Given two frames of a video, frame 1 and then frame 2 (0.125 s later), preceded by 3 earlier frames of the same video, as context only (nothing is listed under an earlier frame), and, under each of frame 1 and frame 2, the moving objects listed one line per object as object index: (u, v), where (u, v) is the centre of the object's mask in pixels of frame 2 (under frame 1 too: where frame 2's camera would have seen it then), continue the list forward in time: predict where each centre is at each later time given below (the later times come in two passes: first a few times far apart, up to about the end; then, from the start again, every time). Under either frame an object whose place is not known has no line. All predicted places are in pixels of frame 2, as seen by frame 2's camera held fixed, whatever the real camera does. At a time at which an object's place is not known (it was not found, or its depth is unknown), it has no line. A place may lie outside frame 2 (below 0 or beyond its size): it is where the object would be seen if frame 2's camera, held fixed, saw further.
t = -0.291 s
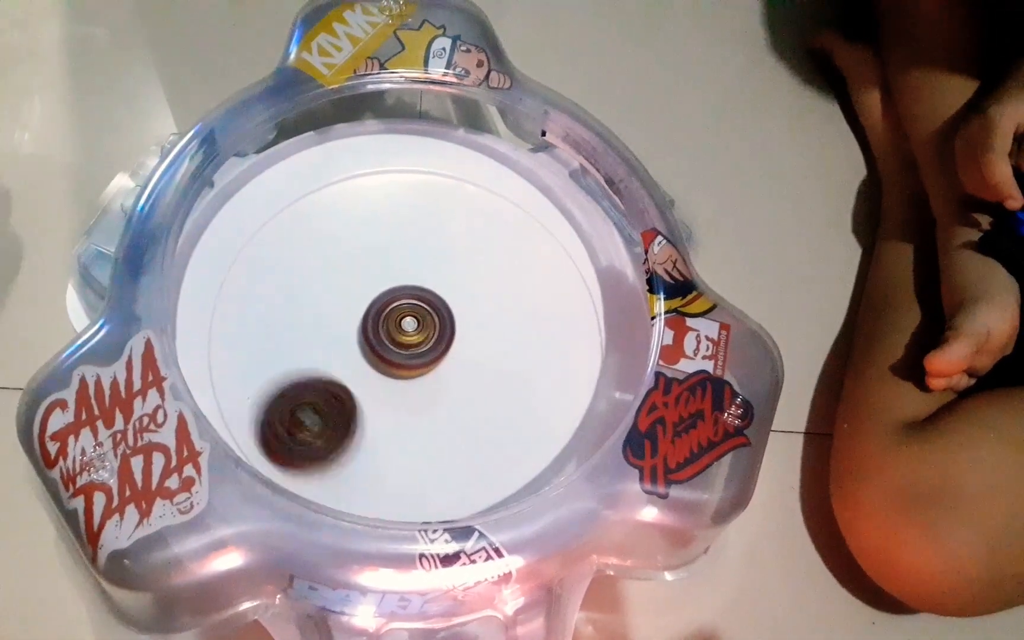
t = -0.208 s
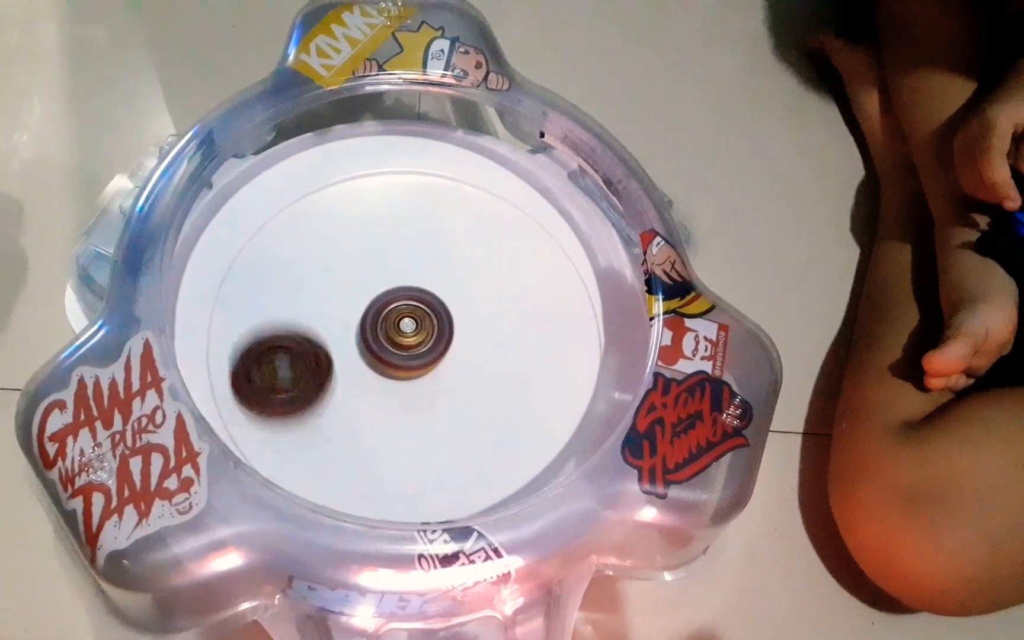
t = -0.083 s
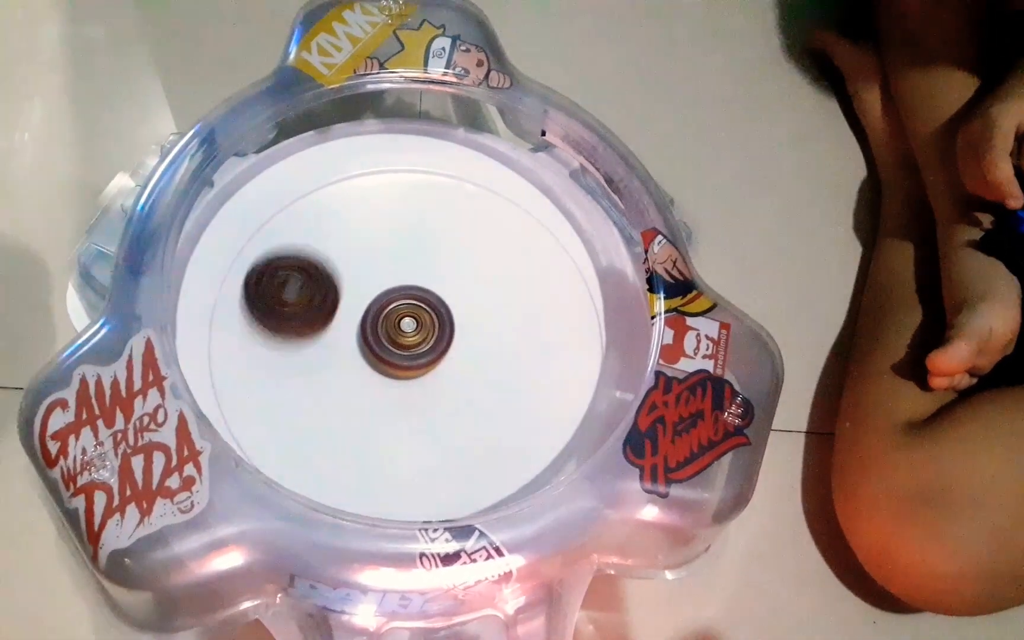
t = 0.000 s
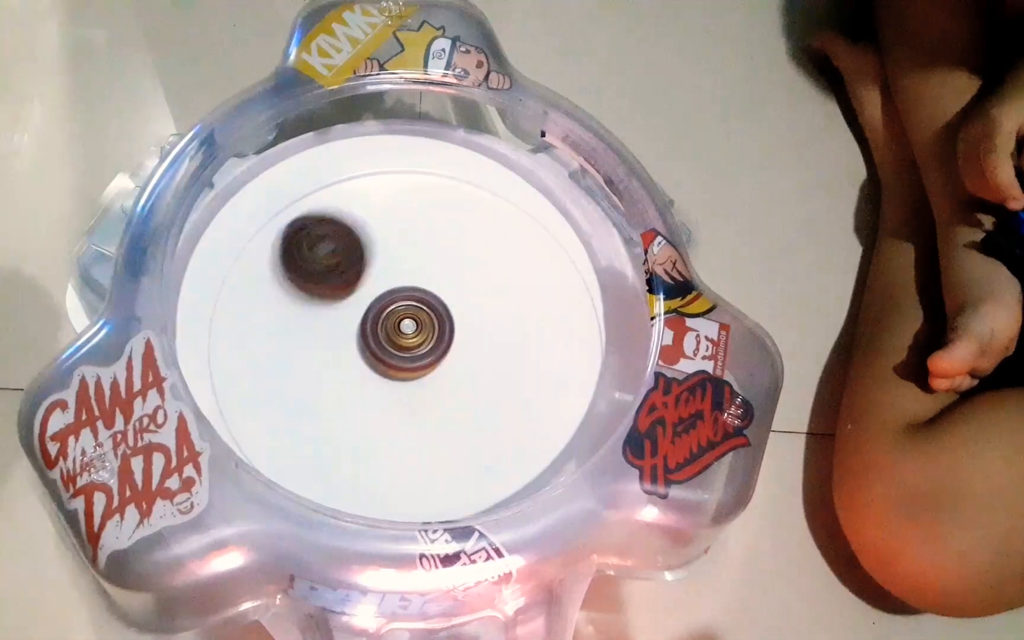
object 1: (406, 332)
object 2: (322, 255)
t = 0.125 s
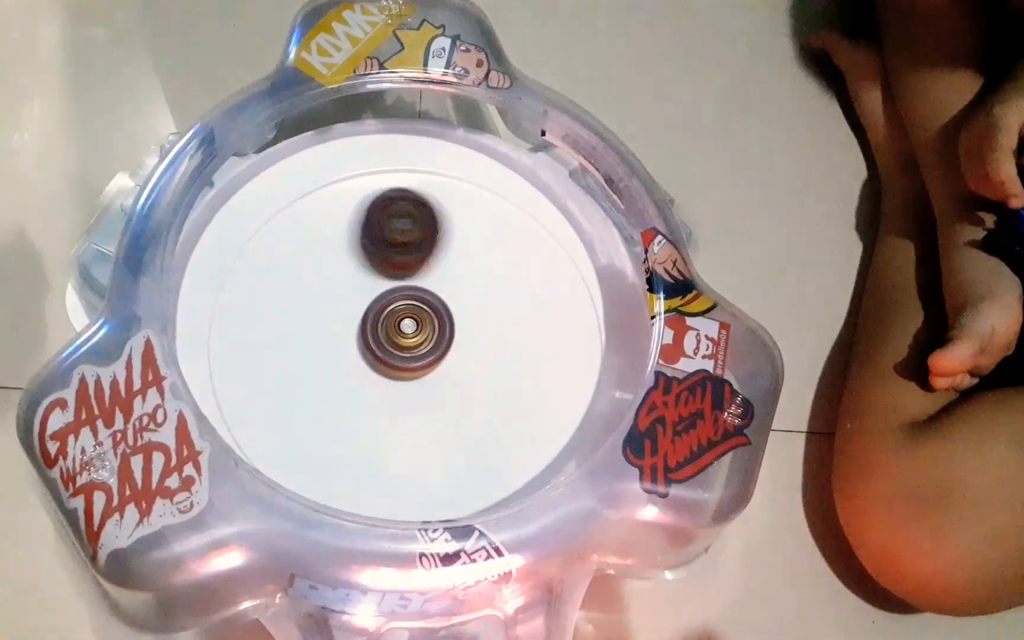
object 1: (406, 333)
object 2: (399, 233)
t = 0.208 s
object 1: (406, 333)
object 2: (451, 244)
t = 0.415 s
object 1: (407, 334)
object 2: (537, 335)
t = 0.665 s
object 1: (408, 333)
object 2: (441, 451)
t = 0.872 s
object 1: (409, 333)
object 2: (314, 387)
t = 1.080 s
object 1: (410, 333)
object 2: (320, 262)
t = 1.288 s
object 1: (409, 332)
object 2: (426, 222)
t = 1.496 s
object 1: (409, 331)
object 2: (518, 292)
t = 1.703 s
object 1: (408, 331)
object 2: (481, 408)
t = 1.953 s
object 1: (407, 332)
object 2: (326, 412)
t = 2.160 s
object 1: (406, 332)
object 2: (295, 303)
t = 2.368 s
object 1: (407, 333)
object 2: (373, 239)
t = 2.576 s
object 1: (407, 333)
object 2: (485, 278)
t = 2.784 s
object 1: (408, 333)
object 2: (503, 387)
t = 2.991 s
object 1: (408, 333)
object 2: (400, 440)
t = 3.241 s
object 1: (411, 332)
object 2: (314, 339)
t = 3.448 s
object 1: (419, 334)
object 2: (348, 251)
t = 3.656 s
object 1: (416, 341)
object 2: (439, 250)
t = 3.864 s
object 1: (406, 351)
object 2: (497, 306)
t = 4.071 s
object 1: (384, 360)
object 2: (503, 343)
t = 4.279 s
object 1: (375, 359)
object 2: (472, 355)
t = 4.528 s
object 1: (339, 354)
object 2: (466, 321)
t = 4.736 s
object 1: (333, 351)
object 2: (454, 306)
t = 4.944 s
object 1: (339, 375)
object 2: (453, 280)
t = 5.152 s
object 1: (374, 392)
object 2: (442, 290)
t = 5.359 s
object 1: (425, 432)
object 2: (417, 273)
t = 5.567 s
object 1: (455, 418)
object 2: (402, 278)
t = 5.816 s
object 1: (468, 347)
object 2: (370, 316)
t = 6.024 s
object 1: (455, 304)
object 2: (348, 336)
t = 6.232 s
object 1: (422, 282)
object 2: (367, 356)
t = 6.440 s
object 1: (389, 291)
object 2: (417, 390)
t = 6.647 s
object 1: (362, 324)
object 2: (449, 394)
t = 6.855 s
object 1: (358, 344)
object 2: (466, 366)
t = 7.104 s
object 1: (373, 347)
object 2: (473, 306)
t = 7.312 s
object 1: (414, 359)
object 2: (454, 276)
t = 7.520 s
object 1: (429, 398)
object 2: (433, 246)
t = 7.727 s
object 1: (440, 375)
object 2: (392, 273)
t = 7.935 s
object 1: (438, 326)
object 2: (342, 320)
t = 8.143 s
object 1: (440, 297)
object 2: (332, 360)
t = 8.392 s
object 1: (421, 298)
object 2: (394, 393)
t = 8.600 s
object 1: (388, 326)
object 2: (455, 399)
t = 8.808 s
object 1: (365, 348)
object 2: (481, 373)
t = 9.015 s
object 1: (383, 368)
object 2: (474, 321)
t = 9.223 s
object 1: (424, 379)
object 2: (447, 278)
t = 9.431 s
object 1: (450, 367)
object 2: (408, 278)
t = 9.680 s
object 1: (452, 328)
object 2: (348, 313)
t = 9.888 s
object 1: (432, 300)
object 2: (338, 343)
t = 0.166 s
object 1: (406, 333)
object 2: (426, 237)
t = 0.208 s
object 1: (406, 333)
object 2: (451, 244)
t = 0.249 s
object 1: (406, 333)
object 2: (477, 255)
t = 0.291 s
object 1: (406, 333)
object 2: (499, 271)
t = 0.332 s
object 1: (406, 333)
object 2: (517, 289)
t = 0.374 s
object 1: (407, 334)
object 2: (531, 312)
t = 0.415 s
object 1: (407, 334)
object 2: (537, 335)
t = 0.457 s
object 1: (407, 334)
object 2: (537, 361)
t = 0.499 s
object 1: (407, 333)
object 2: (530, 387)
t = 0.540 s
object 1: (407, 334)
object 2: (516, 410)
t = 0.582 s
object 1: (407, 334)
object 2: (494, 429)
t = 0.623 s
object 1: (408, 333)
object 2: (470, 444)
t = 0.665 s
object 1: (408, 333)
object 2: (441, 451)
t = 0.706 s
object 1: (408, 333)
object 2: (409, 451)
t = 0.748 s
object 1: (408, 333)
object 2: (379, 444)
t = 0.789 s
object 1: (409, 333)
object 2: (351, 430)
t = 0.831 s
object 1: (409, 333)
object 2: (328, 410)
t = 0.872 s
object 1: (409, 333)
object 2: (314, 387)
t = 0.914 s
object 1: (409, 333)
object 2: (306, 360)
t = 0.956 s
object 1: (409, 333)
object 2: (302, 334)
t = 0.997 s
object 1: (409, 333)
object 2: (304, 308)
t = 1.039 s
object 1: (409, 333)
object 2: (309, 284)
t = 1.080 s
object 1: (410, 333)
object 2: (320, 262)
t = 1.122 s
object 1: (410, 333)
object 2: (336, 244)
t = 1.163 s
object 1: (409, 332)
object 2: (355, 231)
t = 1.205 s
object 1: (409, 332)
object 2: (378, 222)
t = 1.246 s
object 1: (409, 332)
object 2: (402, 220)
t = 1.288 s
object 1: (409, 332)
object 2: (426, 222)
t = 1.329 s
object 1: (409, 332)
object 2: (450, 229)
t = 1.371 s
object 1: (409, 332)
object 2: (471, 239)
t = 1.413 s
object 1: (409, 332)
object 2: (490, 252)
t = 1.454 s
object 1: (409, 332)
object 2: (506, 270)
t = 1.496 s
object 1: (409, 331)
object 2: (518, 292)
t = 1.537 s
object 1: (408, 331)
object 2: (523, 316)
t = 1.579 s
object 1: (408, 331)
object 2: (522, 340)
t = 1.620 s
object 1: (408, 331)
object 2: (513, 365)
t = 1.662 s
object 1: (408, 331)
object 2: (500, 388)
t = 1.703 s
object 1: (408, 331)
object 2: (481, 408)
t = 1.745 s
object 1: (407, 331)
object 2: (458, 423)
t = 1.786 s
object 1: (407, 331)
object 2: (433, 434)
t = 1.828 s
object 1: (407, 331)
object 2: (404, 438)
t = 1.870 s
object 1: (407, 331)
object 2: (375, 436)
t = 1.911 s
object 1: (407, 331)
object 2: (349, 427)
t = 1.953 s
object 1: (407, 332)
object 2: (326, 412)
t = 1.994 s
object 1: (407, 332)
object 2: (309, 393)
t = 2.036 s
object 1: (407, 332)
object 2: (299, 371)
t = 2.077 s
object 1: (407, 332)
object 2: (292, 347)
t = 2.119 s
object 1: (407, 332)
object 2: (292, 324)
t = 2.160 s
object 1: (406, 332)
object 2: (295, 303)
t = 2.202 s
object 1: (406, 332)
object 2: (303, 283)
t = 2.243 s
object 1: (406, 332)
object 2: (316, 266)
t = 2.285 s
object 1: (406, 332)
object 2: (332, 252)
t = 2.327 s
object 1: (407, 333)
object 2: (351, 243)
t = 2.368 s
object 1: (407, 333)
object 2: (373, 239)
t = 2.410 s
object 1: (407, 333)
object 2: (398, 238)
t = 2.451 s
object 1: (406, 333)
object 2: (422, 243)
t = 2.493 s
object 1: (406, 334)
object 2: (446, 251)
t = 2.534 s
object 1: (407, 333)
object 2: (467, 263)
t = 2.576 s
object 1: (407, 333)
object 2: (485, 278)
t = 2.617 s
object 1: (407, 333)
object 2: (499, 297)
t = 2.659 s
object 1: (407, 333)
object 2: (510, 318)
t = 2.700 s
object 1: (407, 333)
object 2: (513, 341)
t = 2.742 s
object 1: (407, 333)
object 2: (511, 365)
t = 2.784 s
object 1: (408, 333)
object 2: (503, 387)
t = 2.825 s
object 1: (408, 334)
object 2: (489, 407)
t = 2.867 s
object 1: (408, 333)
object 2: (471, 423)
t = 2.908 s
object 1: (408, 333)
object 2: (450, 434)
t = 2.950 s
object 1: (408, 333)
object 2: (425, 440)
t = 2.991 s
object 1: (408, 333)
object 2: (400, 440)
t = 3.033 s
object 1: (408, 333)
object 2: (374, 435)
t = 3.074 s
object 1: (409, 333)
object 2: (351, 423)
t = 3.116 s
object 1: (409, 333)
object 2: (334, 406)
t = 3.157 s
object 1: (409, 332)
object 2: (322, 385)
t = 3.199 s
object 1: (410, 332)
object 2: (316, 362)
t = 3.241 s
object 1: (411, 332)
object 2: (314, 339)
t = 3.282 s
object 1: (413, 332)
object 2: (313, 317)
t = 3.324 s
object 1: (416, 332)
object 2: (316, 296)
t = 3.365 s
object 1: (418, 332)
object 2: (323, 278)
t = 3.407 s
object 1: (418, 333)
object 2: (333, 263)
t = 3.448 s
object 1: (419, 334)
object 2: (348, 251)
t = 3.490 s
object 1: (418, 336)
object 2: (365, 243)
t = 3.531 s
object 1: (418, 337)
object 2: (383, 239)
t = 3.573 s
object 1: (418, 338)
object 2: (402, 239)
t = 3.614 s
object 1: (417, 340)
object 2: (421, 243)
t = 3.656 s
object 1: (416, 341)
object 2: (439, 250)
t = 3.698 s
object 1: (414, 343)
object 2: (455, 259)
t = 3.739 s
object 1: (413, 343)
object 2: (468, 270)
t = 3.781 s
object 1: (412, 344)
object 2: (480, 283)
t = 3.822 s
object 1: (409, 348)
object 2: (490, 295)
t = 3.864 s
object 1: (406, 351)
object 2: (497, 306)
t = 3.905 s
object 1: (404, 353)
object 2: (500, 317)
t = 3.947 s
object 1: (404, 353)
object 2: (501, 327)
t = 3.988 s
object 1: (404, 353)
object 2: (498, 336)
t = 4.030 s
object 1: (393, 357)
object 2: (501, 340)
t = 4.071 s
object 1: (384, 360)
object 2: (503, 343)
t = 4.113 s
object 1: (378, 362)
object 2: (502, 348)
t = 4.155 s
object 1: (374, 363)
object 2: (498, 351)
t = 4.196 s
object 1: (373, 363)
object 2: (491, 354)
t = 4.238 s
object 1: (374, 361)
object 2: (482, 355)
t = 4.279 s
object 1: (375, 359)
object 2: (472, 355)
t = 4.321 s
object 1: (368, 358)
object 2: (469, 351)
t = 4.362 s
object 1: (364, 356)
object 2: (466, 347)
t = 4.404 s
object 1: (362, 354)
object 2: (461, 343)
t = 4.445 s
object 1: (362, 351)
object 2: (457, 339)
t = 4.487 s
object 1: (352, 352)
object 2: (461, 331)
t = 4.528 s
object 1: (339, 354)
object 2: (466, 321)
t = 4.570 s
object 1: (331, 354)
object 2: (468, 314)
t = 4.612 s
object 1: (327, 354)
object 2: (467, 309)
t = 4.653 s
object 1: (326, 353)
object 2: (464, 307)
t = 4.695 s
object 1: (329, 352)
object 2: (460, 306)
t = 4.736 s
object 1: (333, 351)
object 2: (454, 306)
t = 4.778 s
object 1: (340, 349)
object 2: (448, 306)
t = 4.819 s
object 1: (348, 348)
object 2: (440, 306)
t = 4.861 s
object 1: (347, 354)
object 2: (441, 299)
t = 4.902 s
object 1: (341, 366)
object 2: (448, 287)
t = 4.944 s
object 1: (339, 375)
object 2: (453, 280)
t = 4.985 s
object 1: (341, 382)
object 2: (454, 277)
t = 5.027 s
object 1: (346, 386)
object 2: (454, 277)
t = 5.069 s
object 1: (354, 389)
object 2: (452, 280)
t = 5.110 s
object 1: (363, 391)
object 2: (448, 284)
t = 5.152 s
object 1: (374, 392)
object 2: (442, 290)
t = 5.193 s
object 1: (385, 392)
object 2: (435, 298)
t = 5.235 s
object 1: (398, 393)
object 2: (428, 305)
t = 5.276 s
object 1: (406, 409)
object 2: (424, 293)
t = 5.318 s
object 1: (416, 423)
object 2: (421, 282)
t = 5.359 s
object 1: (425, 432)
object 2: (417, 273)
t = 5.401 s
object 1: (433, 436)
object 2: (413, 267)
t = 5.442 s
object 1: (440, 436)
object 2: (409, 265)
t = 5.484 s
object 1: (447, 433)
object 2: (406, 267)
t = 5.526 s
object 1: (452, 427)
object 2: (404, 271)
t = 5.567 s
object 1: (455, 418)
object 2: (402, 278)
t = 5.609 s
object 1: (458, 406)
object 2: (402, 285)
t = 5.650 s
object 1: (458, 393)
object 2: (400, 294)
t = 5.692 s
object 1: (457, 379)
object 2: (399, 302)
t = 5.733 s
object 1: (460, 367)
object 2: (391, 307)
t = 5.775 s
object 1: (465, 357)
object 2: (379, 311)
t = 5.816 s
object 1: (468, 347)
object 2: (370, 316)
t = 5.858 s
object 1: (468, 337)
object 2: (362, 320)
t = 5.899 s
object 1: (467, 327)
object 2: (355, 324)
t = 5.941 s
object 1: (464, 318)
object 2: (351, 329)
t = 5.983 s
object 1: (460, 310)
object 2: (348, 332)
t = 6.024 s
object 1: (455, 304)
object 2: (348, 336)
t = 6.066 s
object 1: (448, 298)
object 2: (349, 338)
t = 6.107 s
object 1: (441, 294)
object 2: (353, 340)
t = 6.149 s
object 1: (434, 291)
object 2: (358, 342)
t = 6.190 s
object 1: (428, 287)
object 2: (362, 347)
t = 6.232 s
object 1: (422, 282)
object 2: (367, 356)
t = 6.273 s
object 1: (417, 280)
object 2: (376, 364)
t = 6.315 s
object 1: (410, 280)
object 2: (385, 371)
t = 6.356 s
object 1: (403, 282)
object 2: (396, 378)
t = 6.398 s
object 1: (396, 286)
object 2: (407, 385)
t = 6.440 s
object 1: (389, 291)
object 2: (417, 390)
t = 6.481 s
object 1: (382, 297)
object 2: (426, 395)
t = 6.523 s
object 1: (376, 304)
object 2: (434, 397)
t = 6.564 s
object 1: (370, 311)
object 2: (440, 398)
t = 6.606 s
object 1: (366, 318)
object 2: (446, 397)
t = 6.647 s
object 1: (362, 324)
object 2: (449, 394)
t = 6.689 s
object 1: (362, 329)
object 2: (451, 391)
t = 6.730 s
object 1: (364, 335)
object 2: (452, 386)
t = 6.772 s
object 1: (366, 341)
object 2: (454, 380)
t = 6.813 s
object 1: (361, 343)
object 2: (461, 374)
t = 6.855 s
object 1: (358, 344)
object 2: (466, 366)
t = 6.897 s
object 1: (356, 344)
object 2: (469, 356)
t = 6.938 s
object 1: (355, 345)
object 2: (472, 346)
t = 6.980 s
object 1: (357, 345)
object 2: (473, 335)
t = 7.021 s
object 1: (361, 346)
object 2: (474, 325)
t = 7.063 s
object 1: (366, 347)
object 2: (474, 315)
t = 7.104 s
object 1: (373, 347)
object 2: (473, 306)
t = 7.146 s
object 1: (380, 349)
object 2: (470, 297)
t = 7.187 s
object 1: (389, 350)
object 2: (467, 290)
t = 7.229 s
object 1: (397, 352)
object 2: (463, 284)
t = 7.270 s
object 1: (406, 355)
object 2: (459, 279)
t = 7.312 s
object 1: (414, 359)
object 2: (454, 276)
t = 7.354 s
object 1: (417, 373)
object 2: (452, 265)
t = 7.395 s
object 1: (419, 384)
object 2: (448, 256)
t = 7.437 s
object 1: (423, 392)
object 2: (444, 251)
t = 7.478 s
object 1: (426, 396)
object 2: (439, 247)
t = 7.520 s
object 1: (429, 398)
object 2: (433, 246)
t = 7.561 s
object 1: (432, 397)
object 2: (428, 248)
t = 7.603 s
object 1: (434, 395)
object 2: (421, 252)
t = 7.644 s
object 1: (437, 390)
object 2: (412, 258)
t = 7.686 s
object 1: (438, 383)
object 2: (403, 265)
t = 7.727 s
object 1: (440, 375)
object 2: (392, 273)
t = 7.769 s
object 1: (440, 365)
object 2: (381, 283)
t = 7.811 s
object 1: (440, 356)
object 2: (369, 292)
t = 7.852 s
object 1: (439, 345)
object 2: (359, 302)
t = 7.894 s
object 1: (439, 335)
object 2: (350, 311)
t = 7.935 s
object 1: (438, 326)
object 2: (342, 320)
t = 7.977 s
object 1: (438, 318)
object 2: (335, 330)
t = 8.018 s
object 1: (438, 311)
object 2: (330, 338)
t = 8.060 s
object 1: (439, 305)
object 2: (327, 346)
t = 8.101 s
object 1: (440, 301)
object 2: (328, 353)
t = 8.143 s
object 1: (440, 297)
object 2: (332, 360)
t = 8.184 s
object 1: (439, 295)
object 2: (337, 367)
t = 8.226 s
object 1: (438, 293)
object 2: (345, 373)
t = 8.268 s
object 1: (435, 293)
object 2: (355, 378)
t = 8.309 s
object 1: (431, 293)
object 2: (367, 384)
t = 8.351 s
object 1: (426, 295)
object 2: (381, 389)
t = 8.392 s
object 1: (421, 298)
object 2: (394, 393)
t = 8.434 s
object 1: (415, 303)
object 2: (407, 397)
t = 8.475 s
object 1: (408, 308)
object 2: (420, 399)
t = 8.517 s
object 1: (401, 314)
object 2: (433, 400)
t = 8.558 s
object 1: (394, 320)
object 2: (445, 400)
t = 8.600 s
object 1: (388, 326)
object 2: (455, 399)
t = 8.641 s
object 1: (382, 331)
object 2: (464, 396)
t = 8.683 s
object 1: (376, 335)
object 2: (472, 393)
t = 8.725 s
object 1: (371, 340)
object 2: (476, 387)
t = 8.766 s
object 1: (367, 344)
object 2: (480, 380)
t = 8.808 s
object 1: (365, 348)
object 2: (481, 373)
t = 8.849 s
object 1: (366, 352)
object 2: (482, 363)
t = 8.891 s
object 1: (367, 356)
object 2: (482, 353)
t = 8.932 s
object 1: (371, 360)
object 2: (480, 343)
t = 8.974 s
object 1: (377, 364)
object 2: (477, 332)
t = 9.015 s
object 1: (383, 368)
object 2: (474, 321)
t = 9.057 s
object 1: (392, 371)
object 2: (470, 311)
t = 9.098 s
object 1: (399, 374)
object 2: (464, 301)
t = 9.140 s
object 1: (408, 377)
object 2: (460, 292)
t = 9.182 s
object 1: (416, 378)
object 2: (454, 284)
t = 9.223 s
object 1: (424, 379)
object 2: (447, 278)
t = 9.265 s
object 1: (431, 379)
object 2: (441, 274)
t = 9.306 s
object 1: (437, 378)
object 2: (434, 272)
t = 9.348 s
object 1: (442, 375)
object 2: (426, 272)
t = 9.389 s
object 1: (446, 371)
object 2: (417, 275)
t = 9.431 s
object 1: (450, 367)
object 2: (408, 278)
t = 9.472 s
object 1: (453, 362)
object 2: (397, 282)
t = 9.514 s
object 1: (454, 356)
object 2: (386, 287)
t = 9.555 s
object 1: (454, 349)
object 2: (376, 293)
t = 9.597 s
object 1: (454, 343)
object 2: (366, 299)
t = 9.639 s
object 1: (453, 336)
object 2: (356, 306)
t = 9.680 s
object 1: (452, 328)
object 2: (348, 313)
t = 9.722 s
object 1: (449, 321)
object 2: (342, 319)
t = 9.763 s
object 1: (446, 315)
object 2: (337, 326)
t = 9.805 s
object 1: (442, 309)
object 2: (335, 332)
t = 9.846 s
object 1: (437, 304)
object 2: (336, 337)
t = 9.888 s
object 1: (432, 300)
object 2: (338, 343)
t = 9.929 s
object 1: (426, 298)
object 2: (344, 347)
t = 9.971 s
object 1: (420, 297)
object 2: (352, 353)
